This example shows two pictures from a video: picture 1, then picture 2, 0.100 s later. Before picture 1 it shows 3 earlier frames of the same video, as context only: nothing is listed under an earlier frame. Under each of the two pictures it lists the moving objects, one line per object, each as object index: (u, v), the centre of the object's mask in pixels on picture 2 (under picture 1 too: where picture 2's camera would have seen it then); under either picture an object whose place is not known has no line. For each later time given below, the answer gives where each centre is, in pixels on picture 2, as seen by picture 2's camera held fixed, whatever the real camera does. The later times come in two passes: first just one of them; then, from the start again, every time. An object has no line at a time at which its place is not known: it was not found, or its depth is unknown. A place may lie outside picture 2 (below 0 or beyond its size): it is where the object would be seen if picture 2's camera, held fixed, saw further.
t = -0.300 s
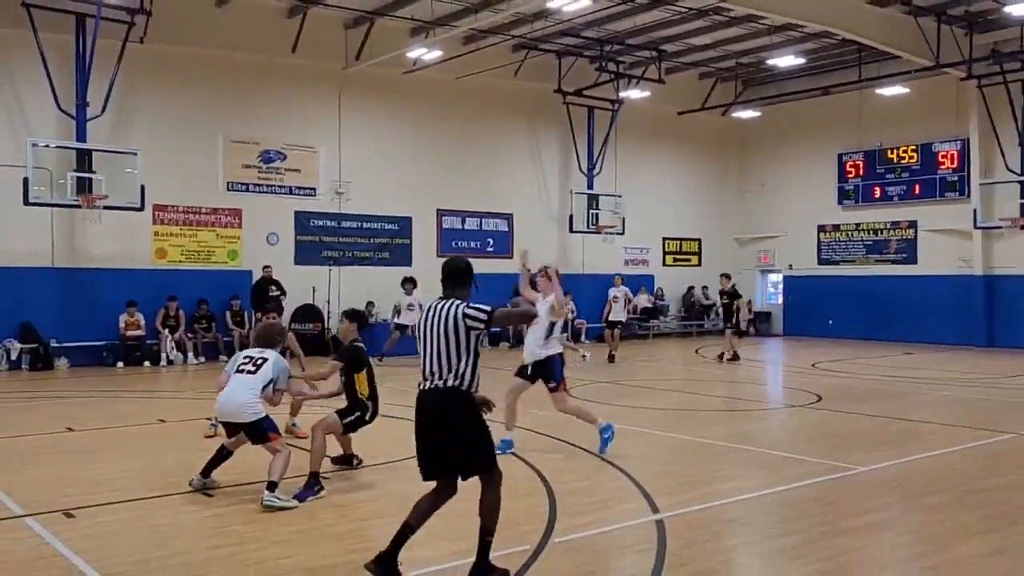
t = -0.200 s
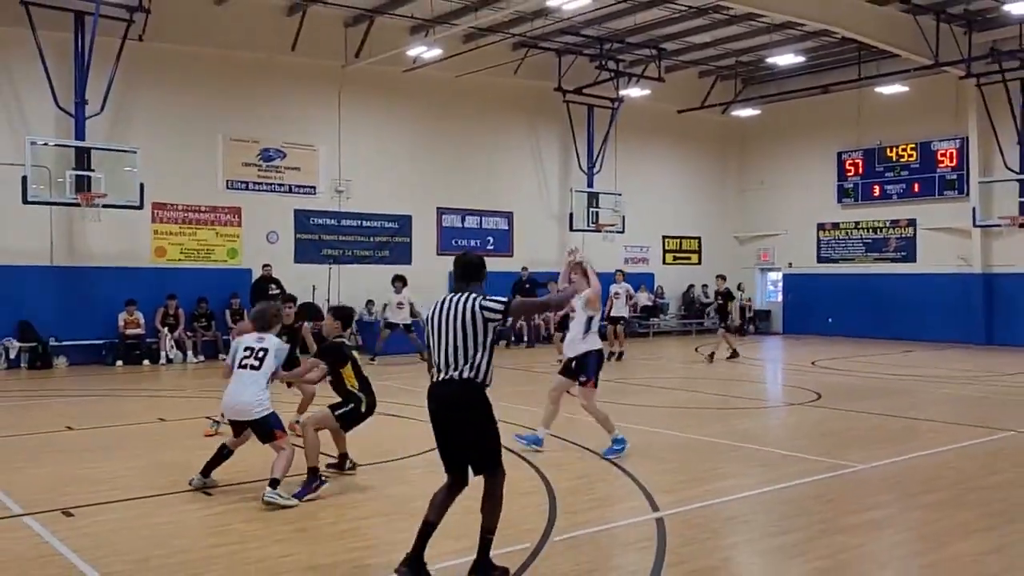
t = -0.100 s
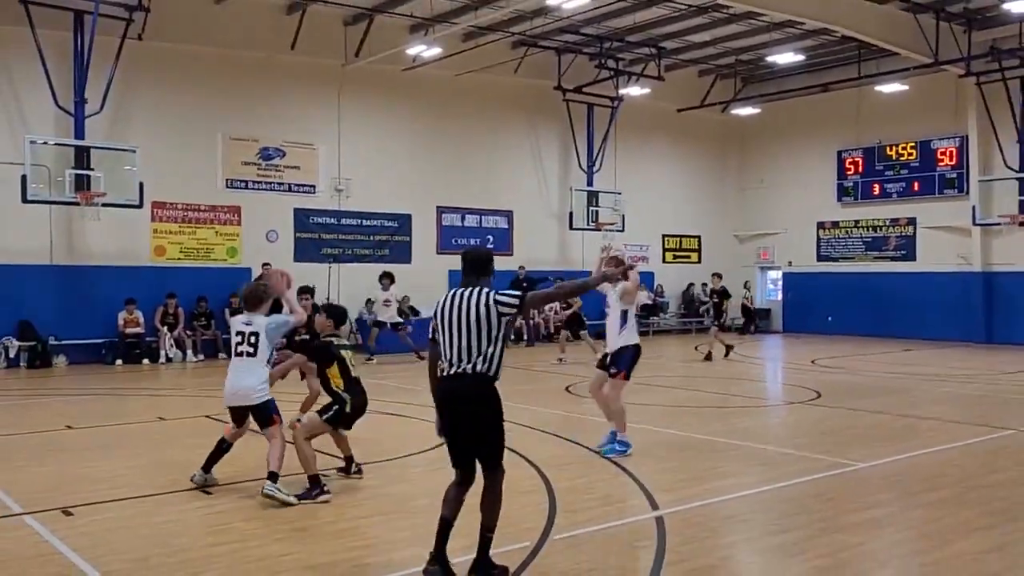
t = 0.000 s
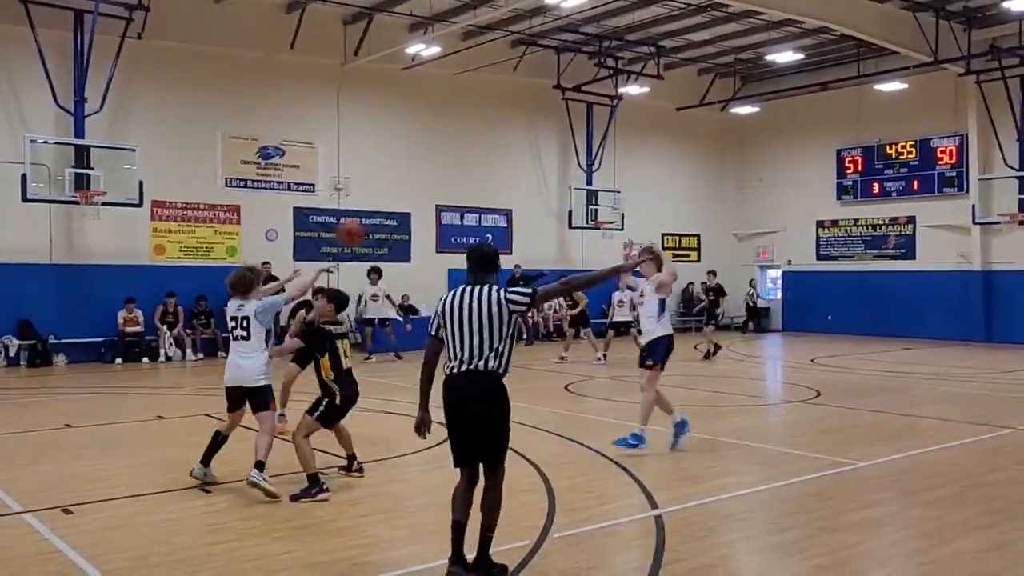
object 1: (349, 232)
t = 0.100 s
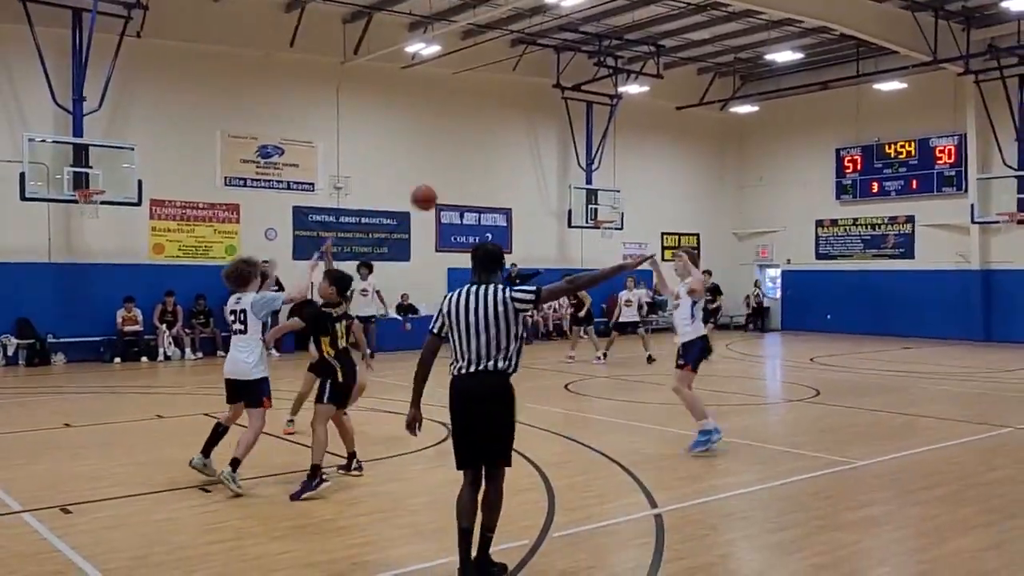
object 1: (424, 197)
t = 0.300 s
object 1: (554, 166)
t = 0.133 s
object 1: (447, 189)
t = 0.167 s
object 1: (470, 182)
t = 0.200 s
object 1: (492, 176)
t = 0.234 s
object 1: (513, 172)
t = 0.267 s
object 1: (533, 170)
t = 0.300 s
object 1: (554, 166)
